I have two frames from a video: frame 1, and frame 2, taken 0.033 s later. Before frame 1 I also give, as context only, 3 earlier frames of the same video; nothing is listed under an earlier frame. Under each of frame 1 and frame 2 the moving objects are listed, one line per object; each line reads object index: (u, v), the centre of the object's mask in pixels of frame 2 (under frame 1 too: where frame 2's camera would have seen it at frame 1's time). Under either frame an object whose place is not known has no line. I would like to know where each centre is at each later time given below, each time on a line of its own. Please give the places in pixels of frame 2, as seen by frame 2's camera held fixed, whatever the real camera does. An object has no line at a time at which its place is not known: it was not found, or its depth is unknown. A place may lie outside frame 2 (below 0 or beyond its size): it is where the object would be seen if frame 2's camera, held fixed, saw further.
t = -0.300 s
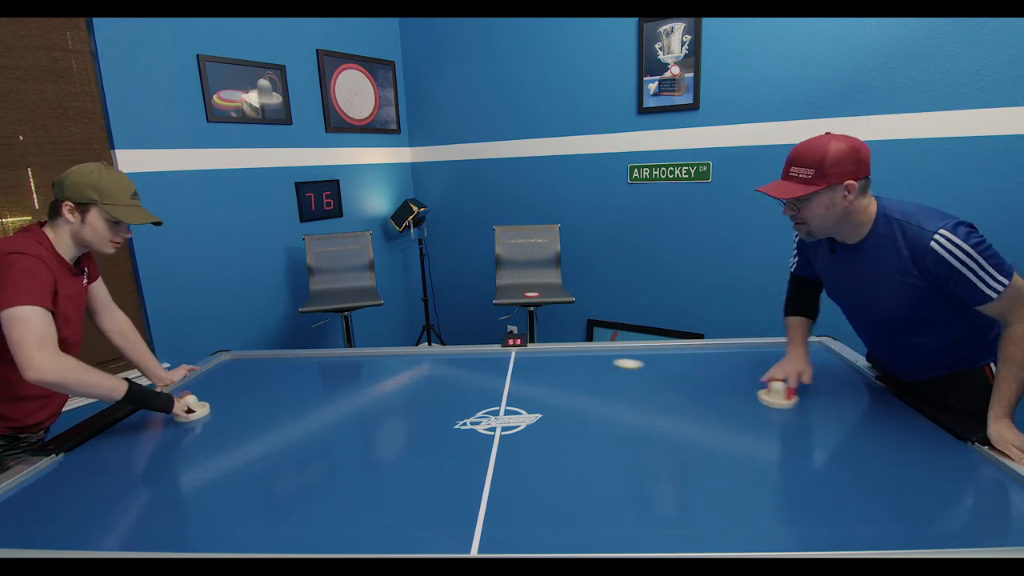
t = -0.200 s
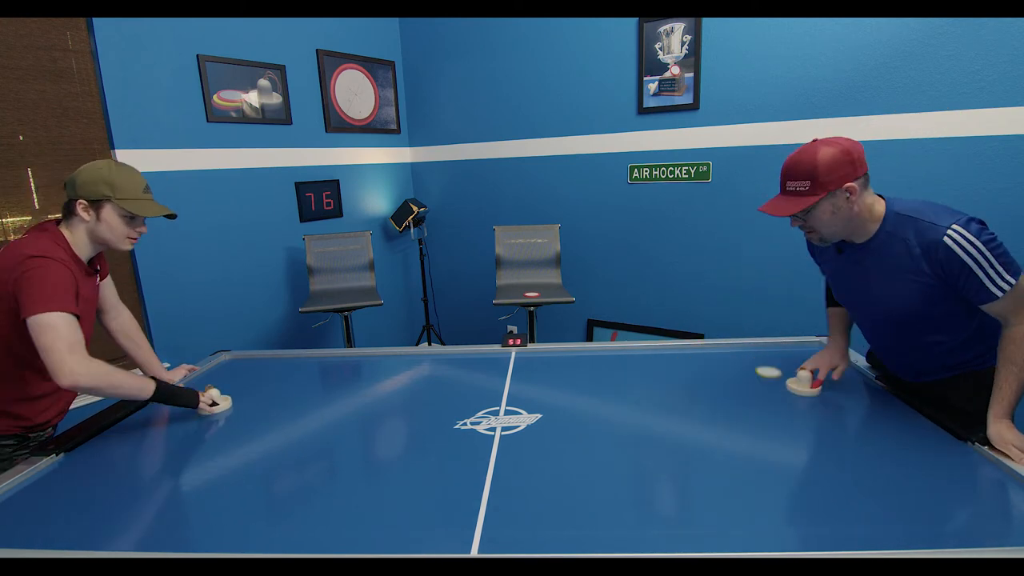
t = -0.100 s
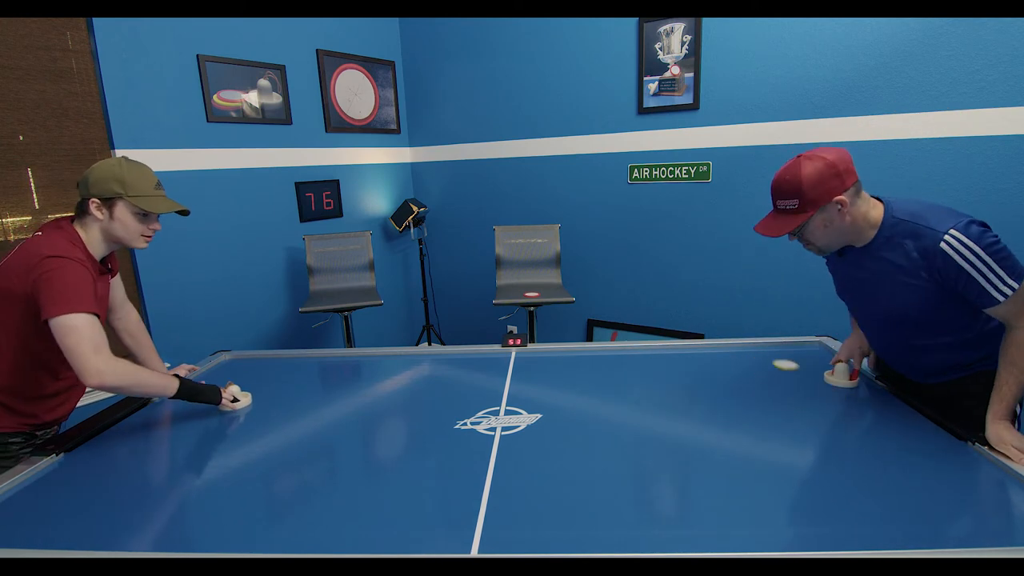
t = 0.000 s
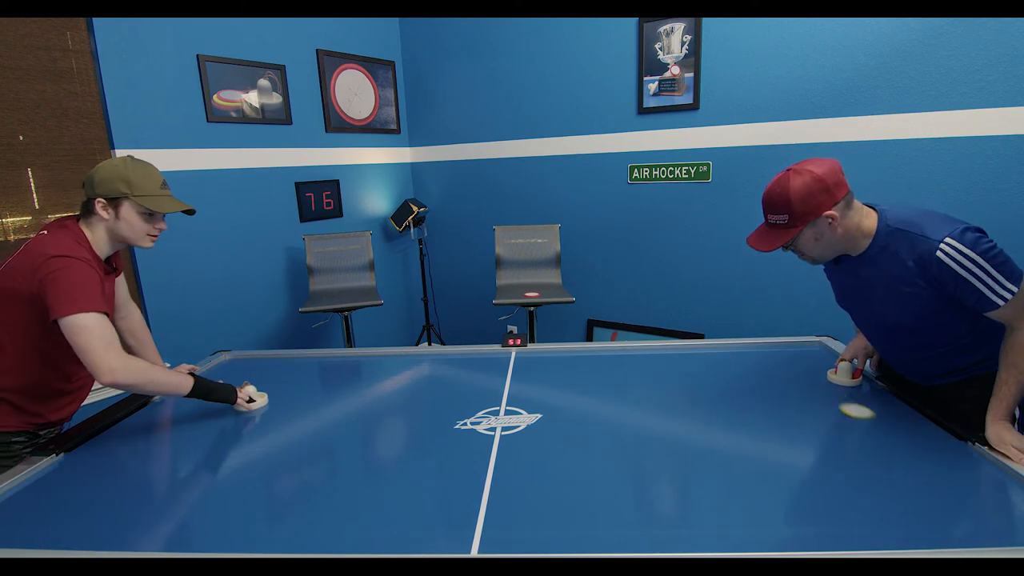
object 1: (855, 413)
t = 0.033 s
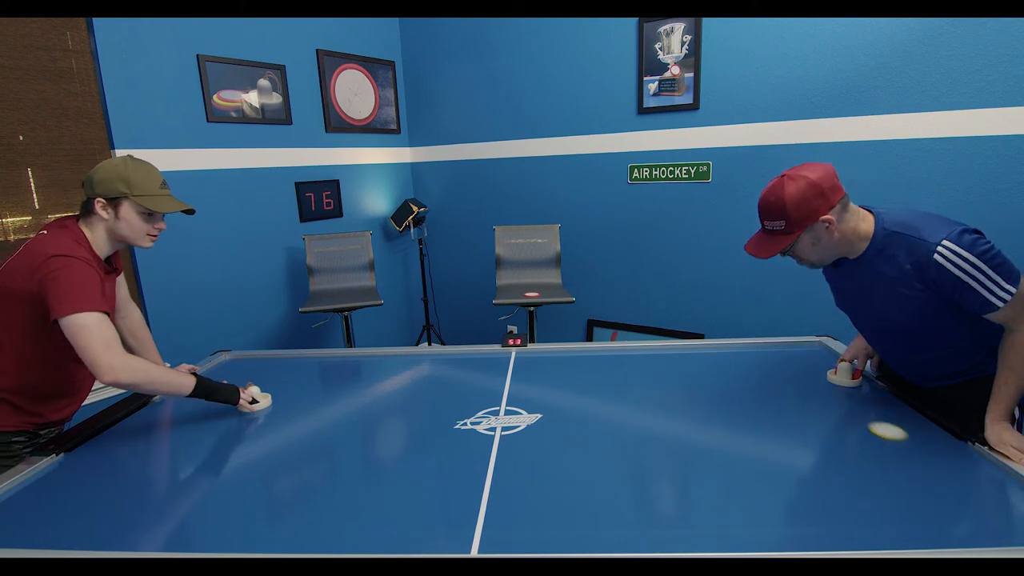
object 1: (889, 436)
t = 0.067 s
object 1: (927, 461)
